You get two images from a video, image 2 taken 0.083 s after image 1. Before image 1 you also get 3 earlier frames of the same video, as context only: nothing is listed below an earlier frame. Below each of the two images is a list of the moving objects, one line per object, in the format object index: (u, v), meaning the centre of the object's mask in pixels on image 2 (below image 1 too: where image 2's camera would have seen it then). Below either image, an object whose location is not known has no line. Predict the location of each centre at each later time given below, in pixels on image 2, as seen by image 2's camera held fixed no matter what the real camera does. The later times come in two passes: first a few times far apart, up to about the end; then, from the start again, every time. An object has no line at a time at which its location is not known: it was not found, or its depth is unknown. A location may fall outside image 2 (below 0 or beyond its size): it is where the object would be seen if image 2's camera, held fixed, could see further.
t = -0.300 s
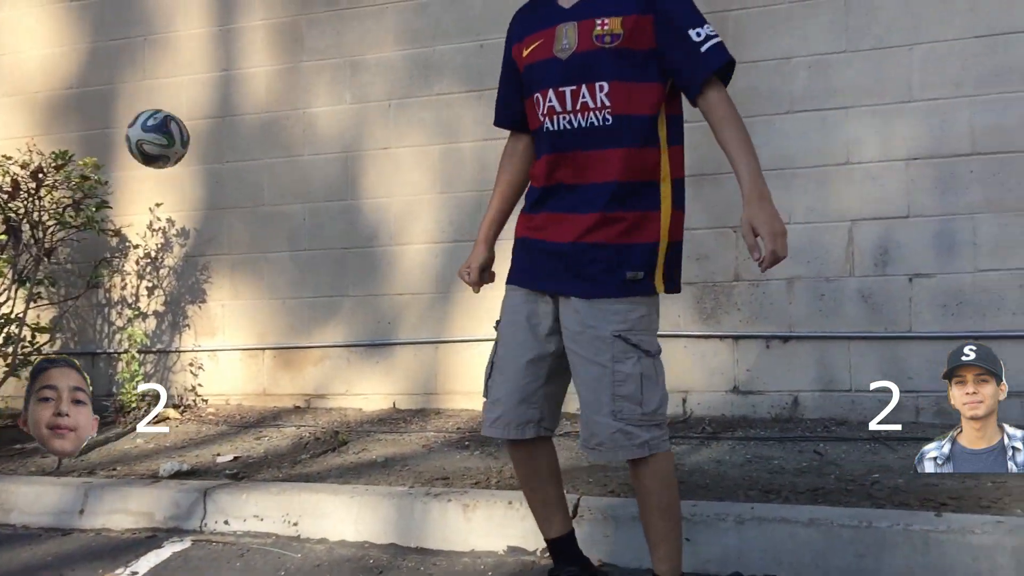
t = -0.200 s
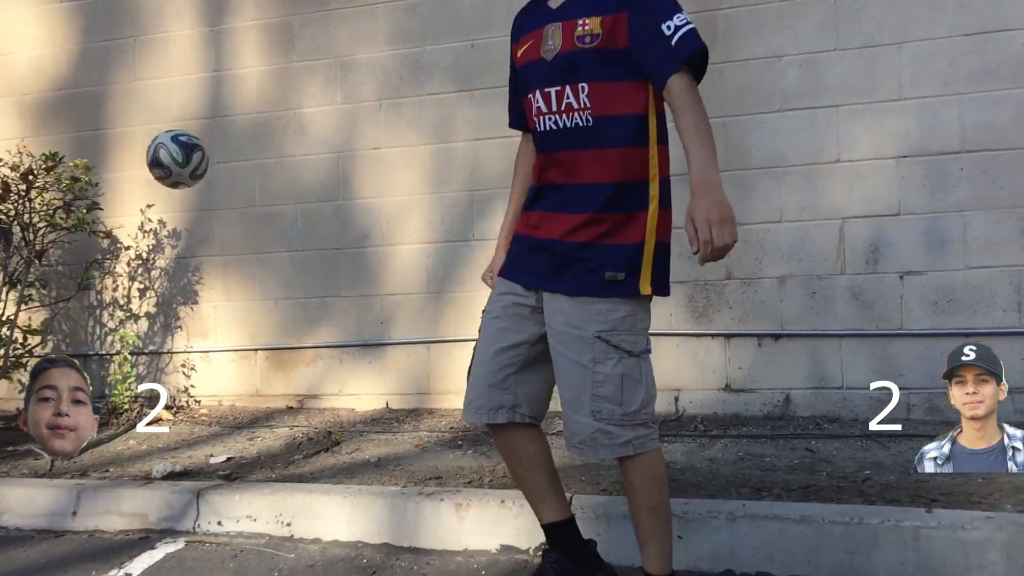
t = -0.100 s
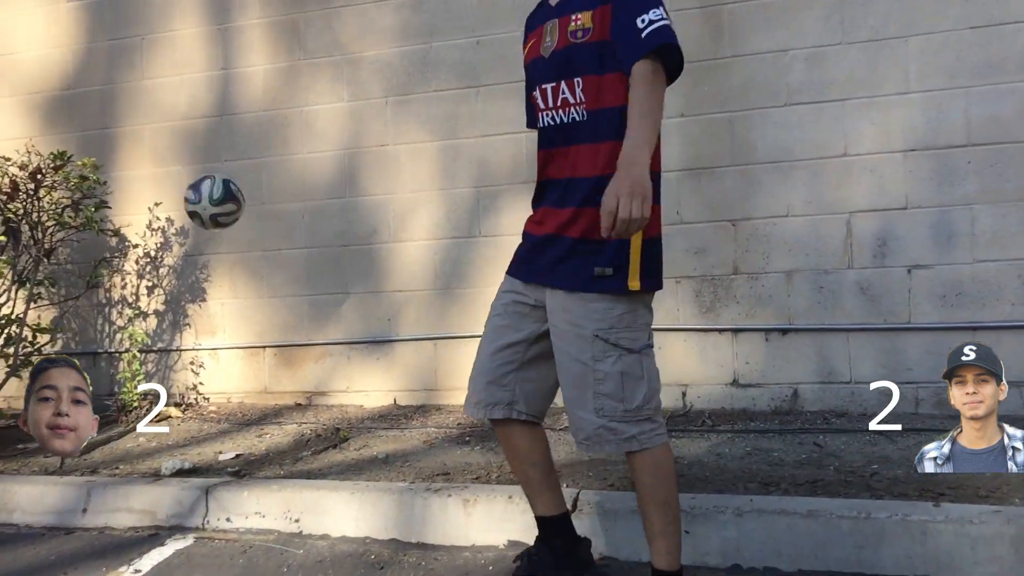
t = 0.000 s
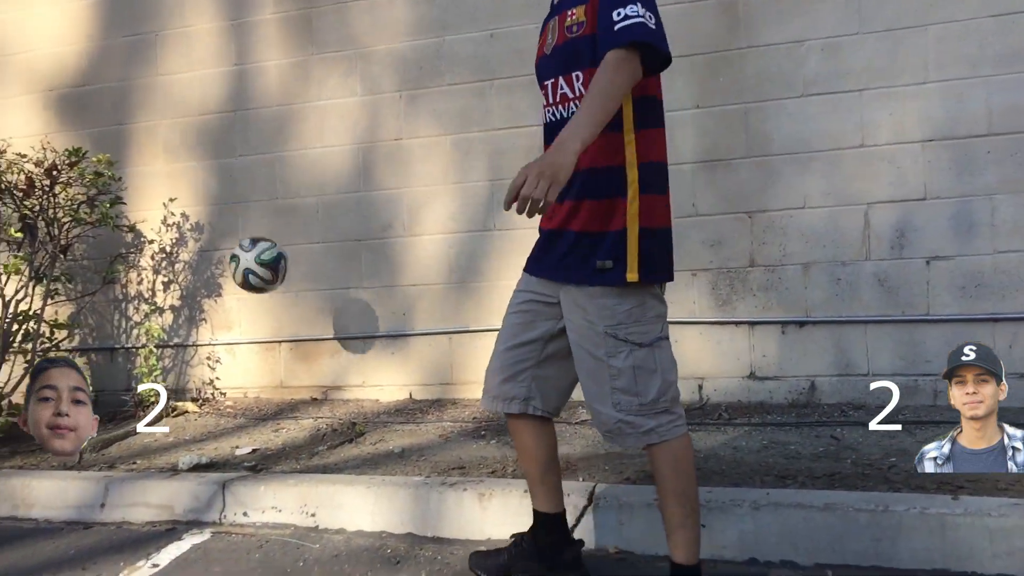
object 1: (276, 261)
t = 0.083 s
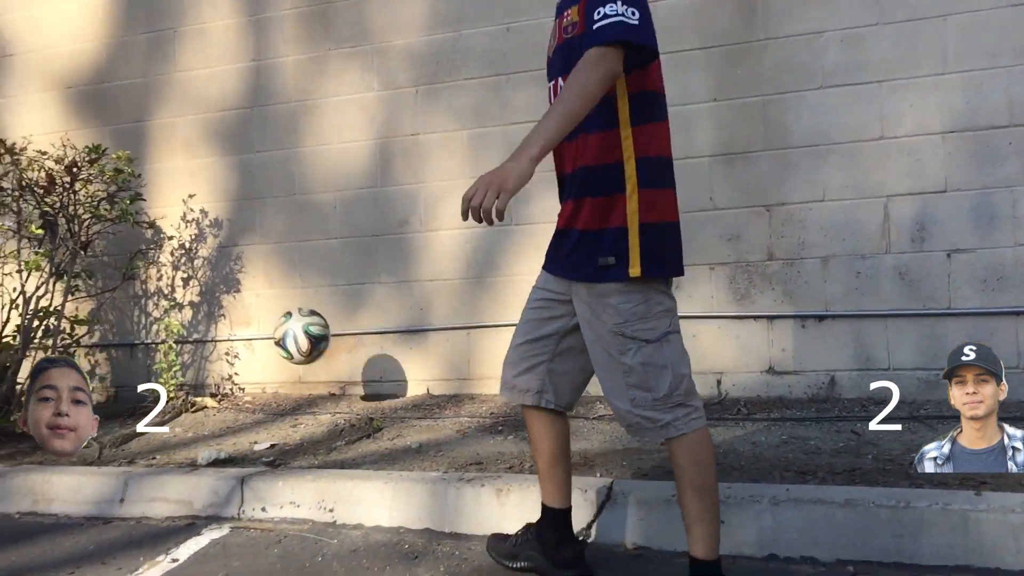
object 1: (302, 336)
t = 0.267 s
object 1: (310, 309)
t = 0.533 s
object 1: (292, 223)
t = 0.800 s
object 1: (284, 317)
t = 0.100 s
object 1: (307, 353)
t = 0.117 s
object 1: (312, 370)
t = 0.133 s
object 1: (316, 389)
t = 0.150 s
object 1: (320, 399)
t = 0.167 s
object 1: (319, 386)
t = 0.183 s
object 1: (317, 371)
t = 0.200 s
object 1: (315, 358)
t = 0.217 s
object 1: (314, 345)
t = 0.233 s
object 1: (312, 332)
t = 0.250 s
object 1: (311, 320)
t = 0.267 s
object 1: (310, 309)
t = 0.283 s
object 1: (309, 299)
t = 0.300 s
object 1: (307, 289)
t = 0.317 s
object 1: (306, 280)
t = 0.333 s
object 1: (305, 272)
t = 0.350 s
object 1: (304, 264)
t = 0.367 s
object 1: (302, 257)
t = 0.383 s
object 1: (301, 250)
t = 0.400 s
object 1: (299, 244)
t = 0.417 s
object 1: (298, 239)
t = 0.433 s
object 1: (297, 235)
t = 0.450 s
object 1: (296, 231)
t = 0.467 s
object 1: (295, 228)
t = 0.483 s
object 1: (294, 226)
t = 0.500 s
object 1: (293, 224)
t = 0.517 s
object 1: (292, 223)
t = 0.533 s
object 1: (292, 223)
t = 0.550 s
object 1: (291, 223)
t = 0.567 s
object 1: (290, 224)
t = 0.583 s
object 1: (289, 226)
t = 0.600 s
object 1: (288, 228)
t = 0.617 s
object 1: (287, 232)
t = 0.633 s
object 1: (287, 235)
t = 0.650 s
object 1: (287, 240)
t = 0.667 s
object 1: (286, 245)
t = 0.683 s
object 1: (286, 252)
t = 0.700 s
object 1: (286, 258)
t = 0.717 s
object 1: (286, 266)
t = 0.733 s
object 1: (285, 275)
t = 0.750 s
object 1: (285, 284)
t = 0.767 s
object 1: (285, 295)
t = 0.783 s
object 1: (284, 305)
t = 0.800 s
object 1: (284, 317)
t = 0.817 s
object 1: (283, 329)
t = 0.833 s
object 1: (284, 343)
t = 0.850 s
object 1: (283, 357)
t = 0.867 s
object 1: (283, 371)
